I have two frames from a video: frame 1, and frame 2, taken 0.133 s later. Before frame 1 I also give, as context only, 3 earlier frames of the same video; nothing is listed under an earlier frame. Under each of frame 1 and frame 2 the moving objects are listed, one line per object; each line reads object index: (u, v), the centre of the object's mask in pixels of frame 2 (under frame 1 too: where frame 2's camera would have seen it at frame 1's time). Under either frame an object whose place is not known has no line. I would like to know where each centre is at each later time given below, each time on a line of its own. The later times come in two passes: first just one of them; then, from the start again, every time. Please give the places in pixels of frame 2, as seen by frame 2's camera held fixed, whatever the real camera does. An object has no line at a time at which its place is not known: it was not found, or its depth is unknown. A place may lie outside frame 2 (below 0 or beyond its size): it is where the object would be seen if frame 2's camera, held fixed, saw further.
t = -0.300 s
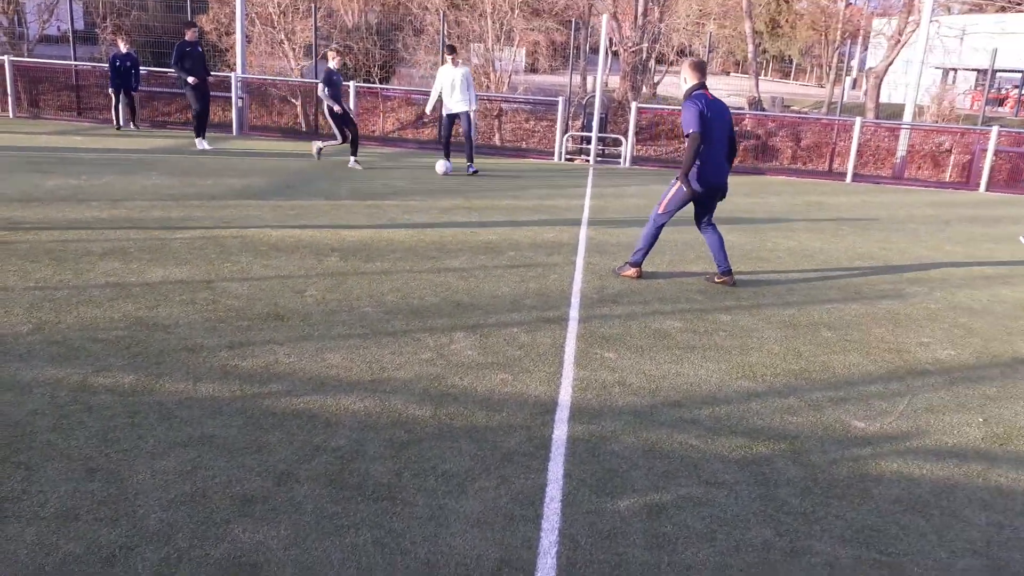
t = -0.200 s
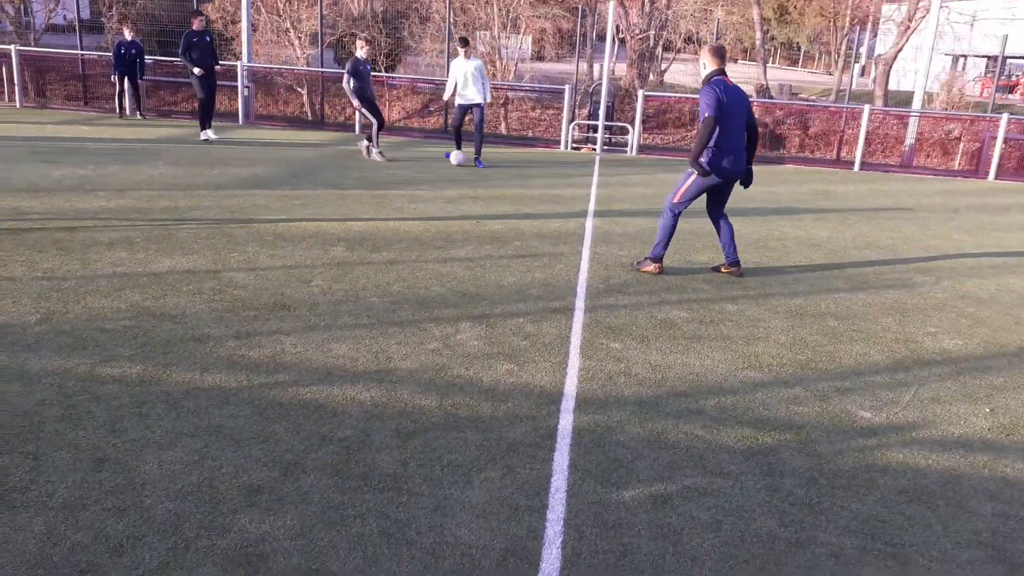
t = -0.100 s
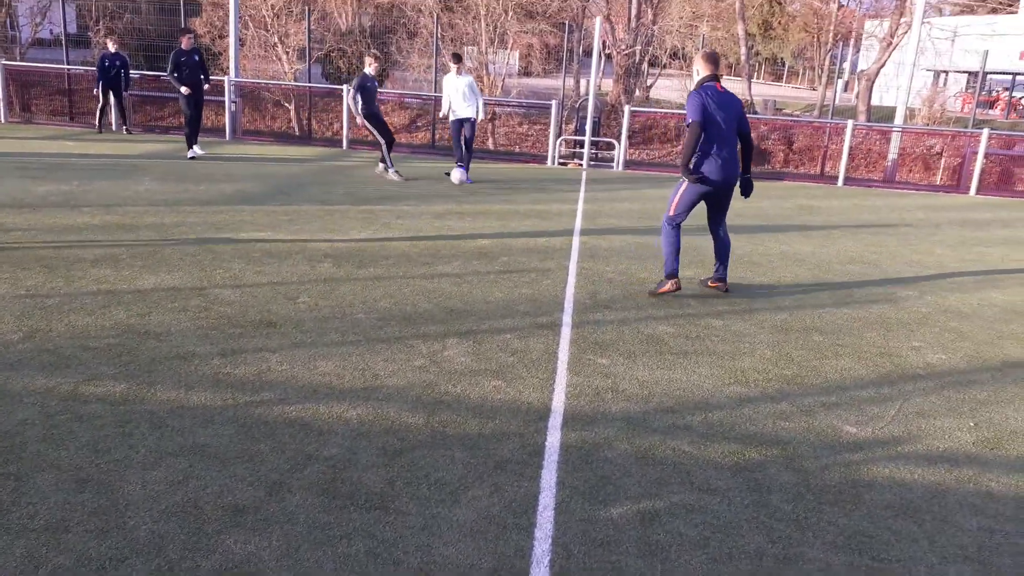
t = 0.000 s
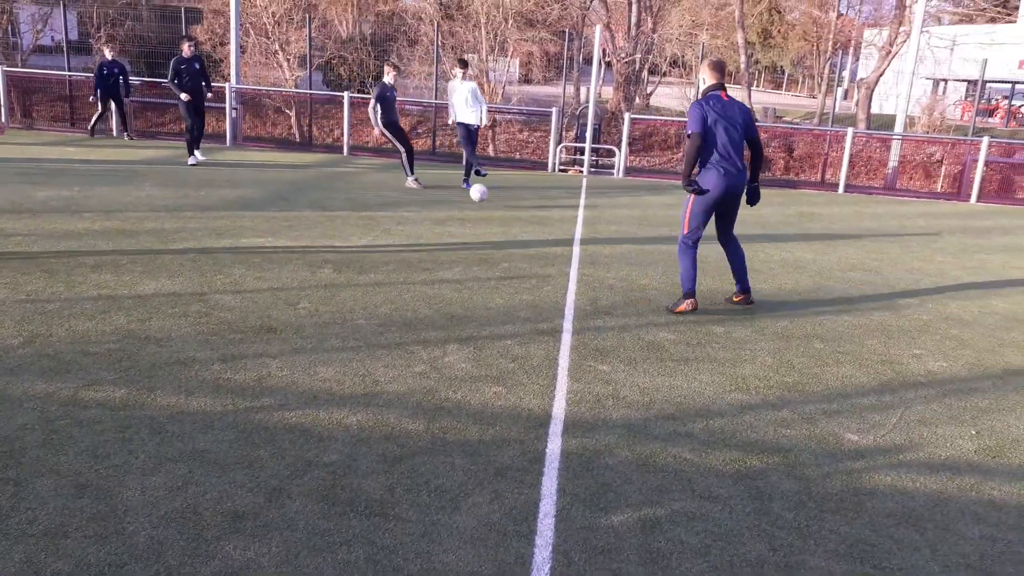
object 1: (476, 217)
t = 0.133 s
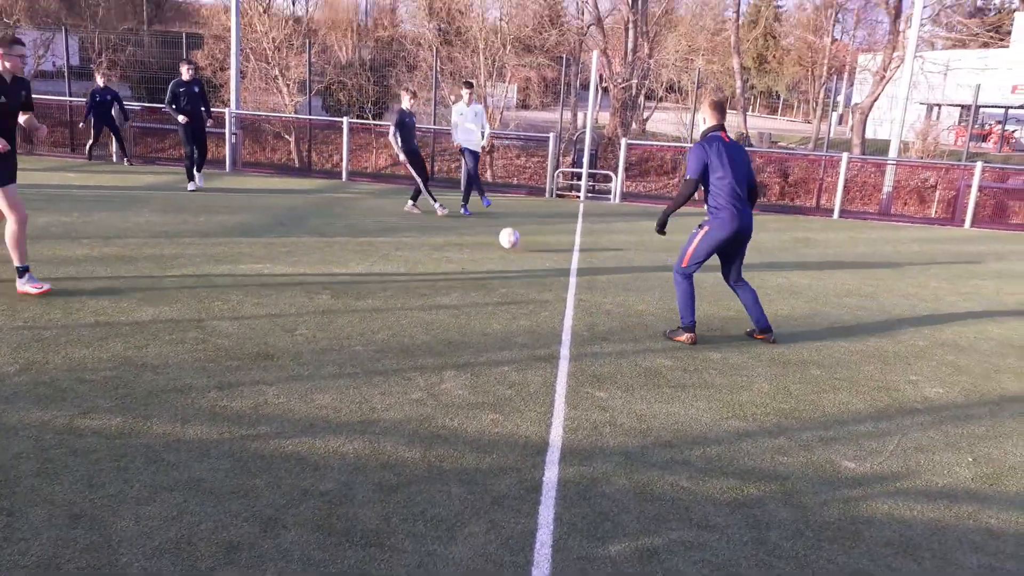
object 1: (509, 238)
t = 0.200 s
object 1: (528, 245)
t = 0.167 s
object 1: (517, 241)
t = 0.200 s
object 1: (528, 245)
